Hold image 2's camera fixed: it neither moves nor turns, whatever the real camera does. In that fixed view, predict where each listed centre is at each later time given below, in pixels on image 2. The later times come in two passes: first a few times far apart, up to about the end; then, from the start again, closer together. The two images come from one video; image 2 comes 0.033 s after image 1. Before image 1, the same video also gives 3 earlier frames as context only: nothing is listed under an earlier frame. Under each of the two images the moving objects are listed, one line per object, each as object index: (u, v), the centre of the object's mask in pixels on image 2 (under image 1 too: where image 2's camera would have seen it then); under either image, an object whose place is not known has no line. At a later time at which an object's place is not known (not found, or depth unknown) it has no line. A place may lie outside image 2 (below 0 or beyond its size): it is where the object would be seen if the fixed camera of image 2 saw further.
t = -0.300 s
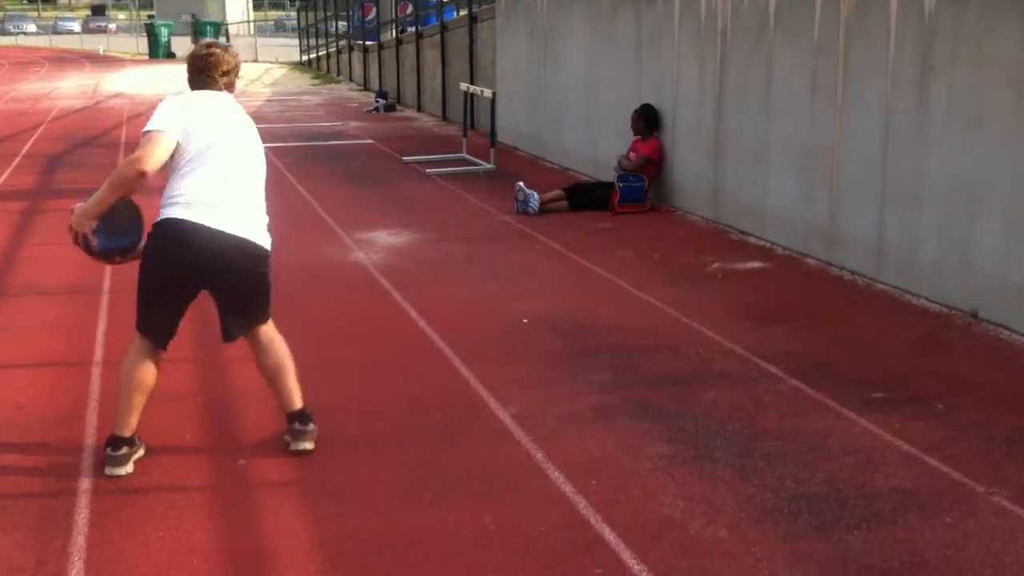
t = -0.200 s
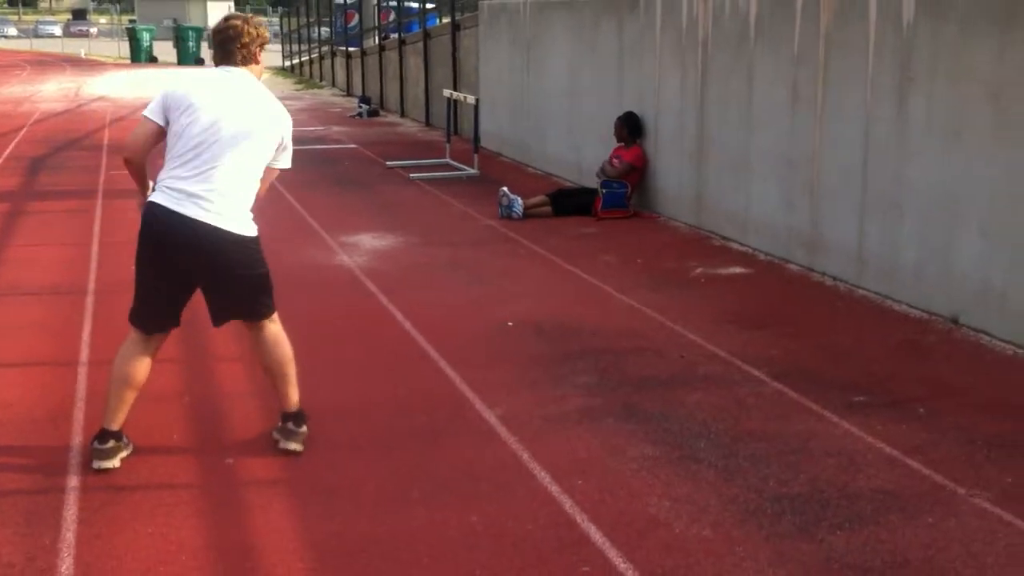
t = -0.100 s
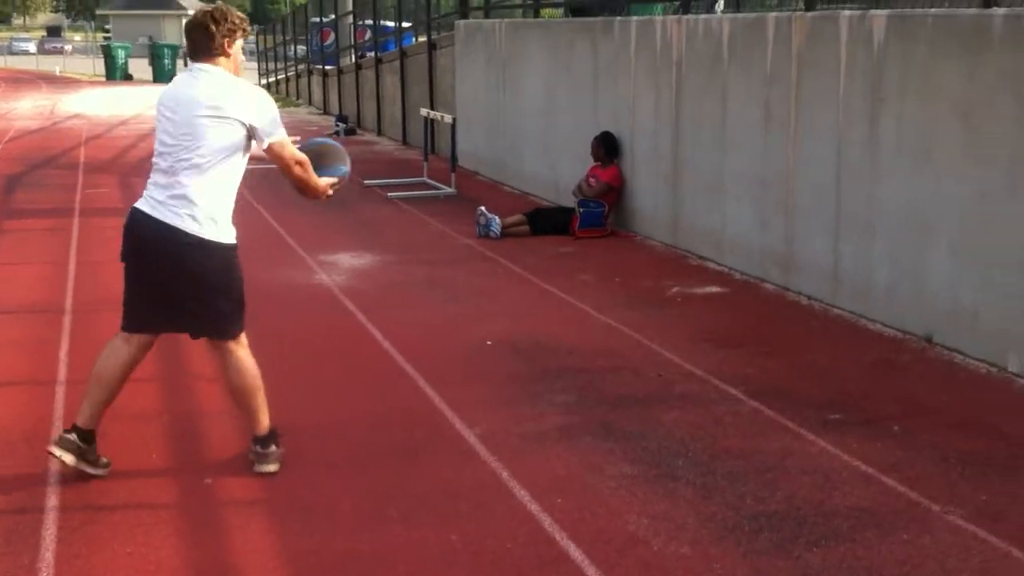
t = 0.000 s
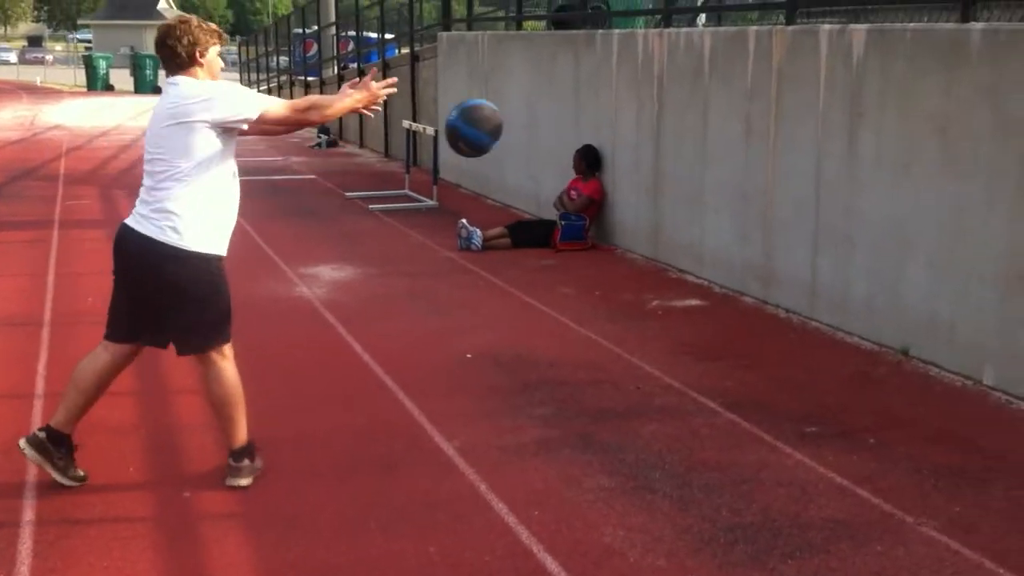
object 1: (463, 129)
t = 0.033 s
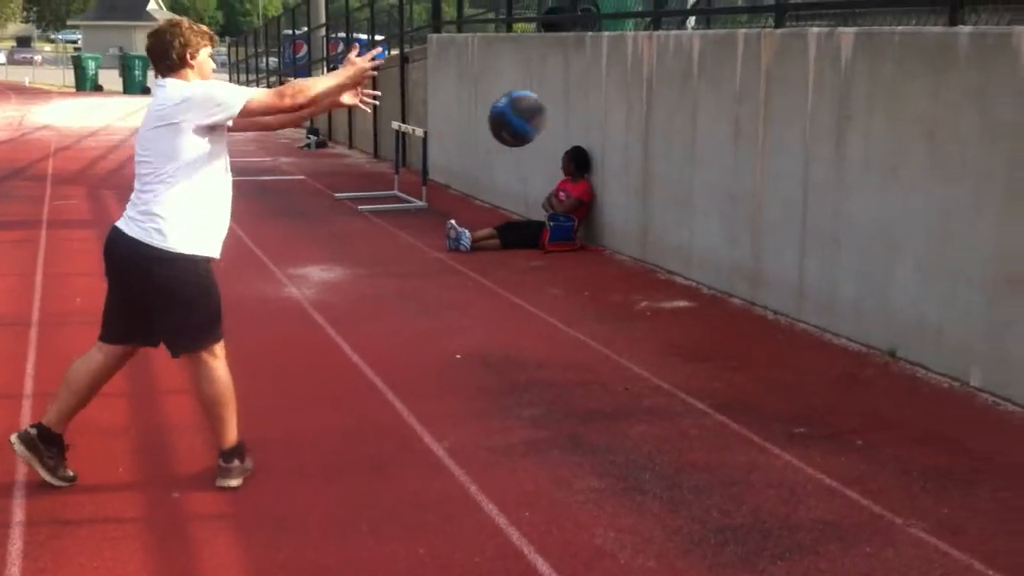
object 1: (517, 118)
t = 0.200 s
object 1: (764, 105)
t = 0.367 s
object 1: (873, 136)
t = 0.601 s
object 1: (665, 247)
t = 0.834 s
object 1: (474, 339)
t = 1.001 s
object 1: (357, 276)
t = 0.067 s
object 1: (570, 111)
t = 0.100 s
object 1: (618, 106)
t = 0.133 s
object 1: (663, 102)
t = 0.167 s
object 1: (713, 103)
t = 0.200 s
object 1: (764, 105)
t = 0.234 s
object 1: (806, 107)
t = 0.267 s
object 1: (851, 113)
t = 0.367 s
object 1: (873, 136)
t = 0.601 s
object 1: (665, 247)
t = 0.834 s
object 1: (474, 339)
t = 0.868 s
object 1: (451, 323)
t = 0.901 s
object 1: (429, 306)
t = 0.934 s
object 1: (405, 294)
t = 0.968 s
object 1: (381, 284)
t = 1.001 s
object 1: (357, 276)
